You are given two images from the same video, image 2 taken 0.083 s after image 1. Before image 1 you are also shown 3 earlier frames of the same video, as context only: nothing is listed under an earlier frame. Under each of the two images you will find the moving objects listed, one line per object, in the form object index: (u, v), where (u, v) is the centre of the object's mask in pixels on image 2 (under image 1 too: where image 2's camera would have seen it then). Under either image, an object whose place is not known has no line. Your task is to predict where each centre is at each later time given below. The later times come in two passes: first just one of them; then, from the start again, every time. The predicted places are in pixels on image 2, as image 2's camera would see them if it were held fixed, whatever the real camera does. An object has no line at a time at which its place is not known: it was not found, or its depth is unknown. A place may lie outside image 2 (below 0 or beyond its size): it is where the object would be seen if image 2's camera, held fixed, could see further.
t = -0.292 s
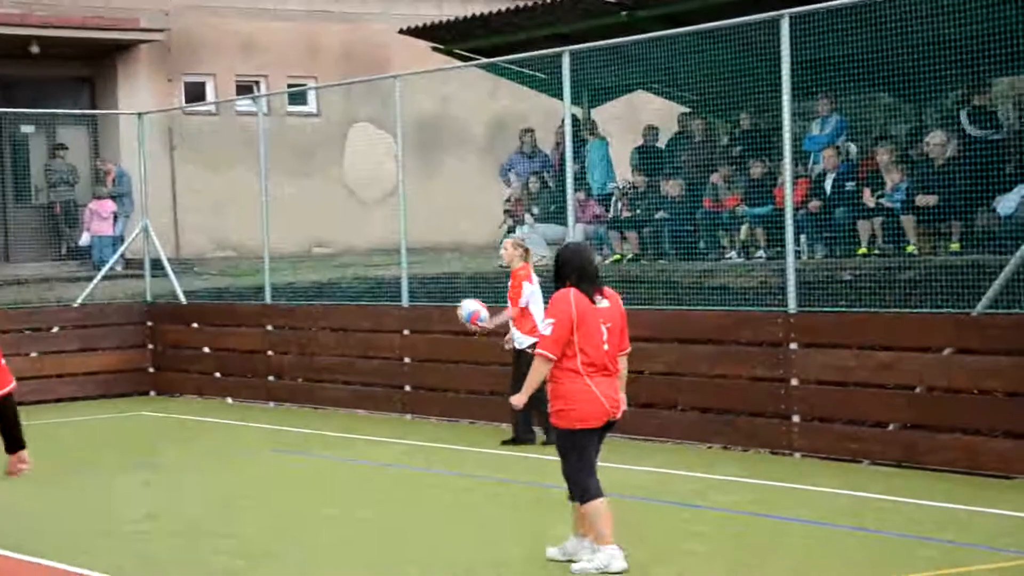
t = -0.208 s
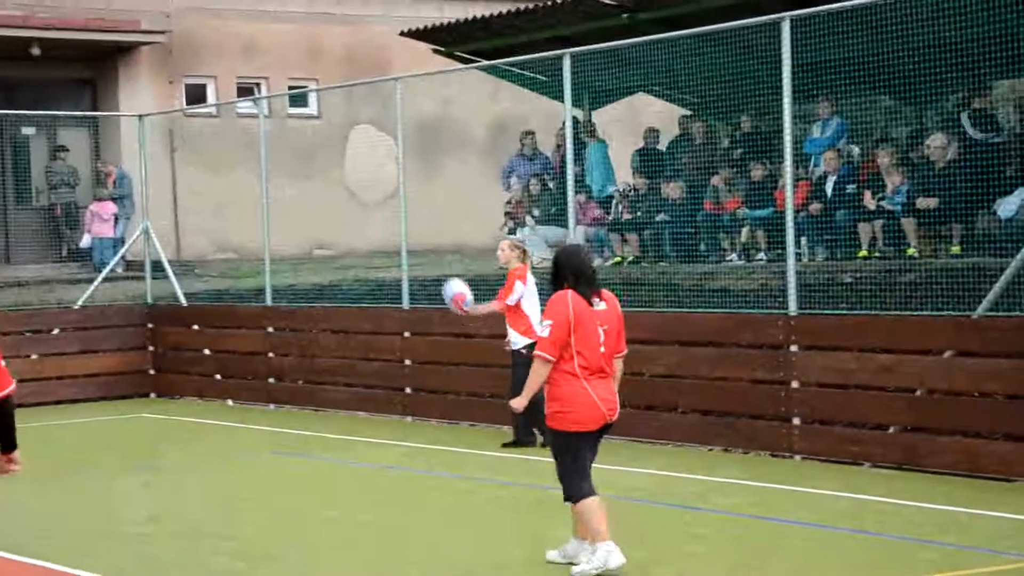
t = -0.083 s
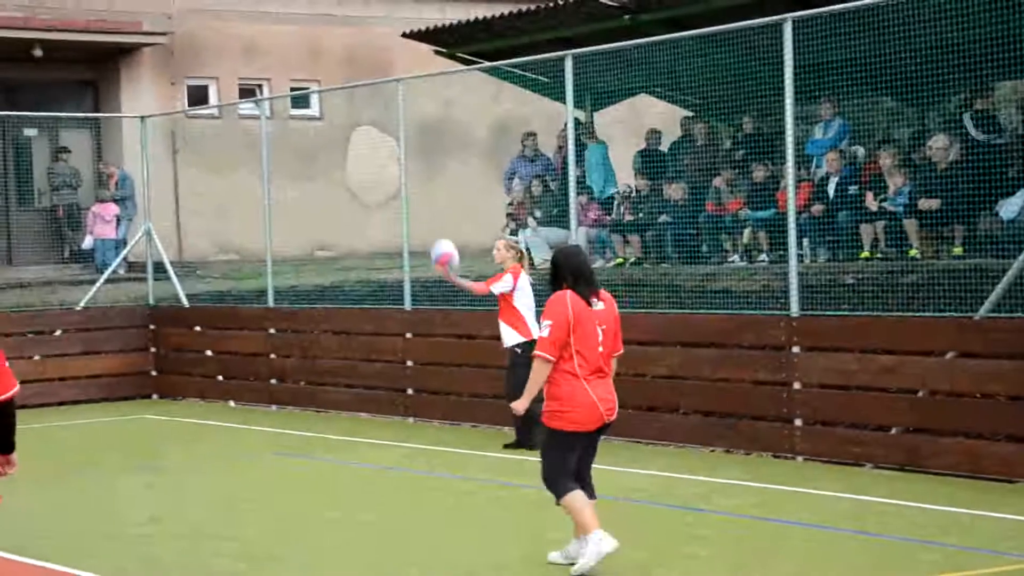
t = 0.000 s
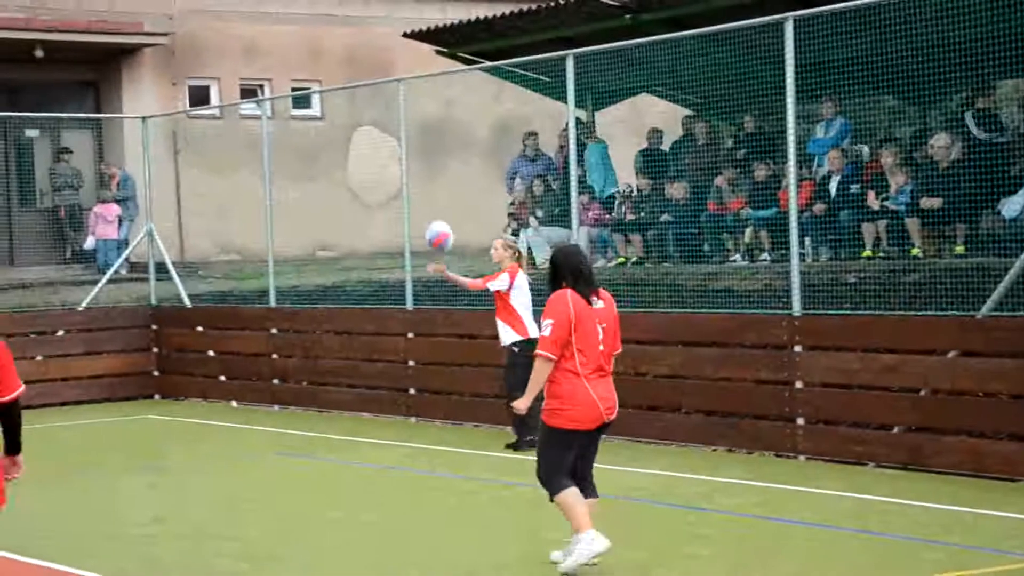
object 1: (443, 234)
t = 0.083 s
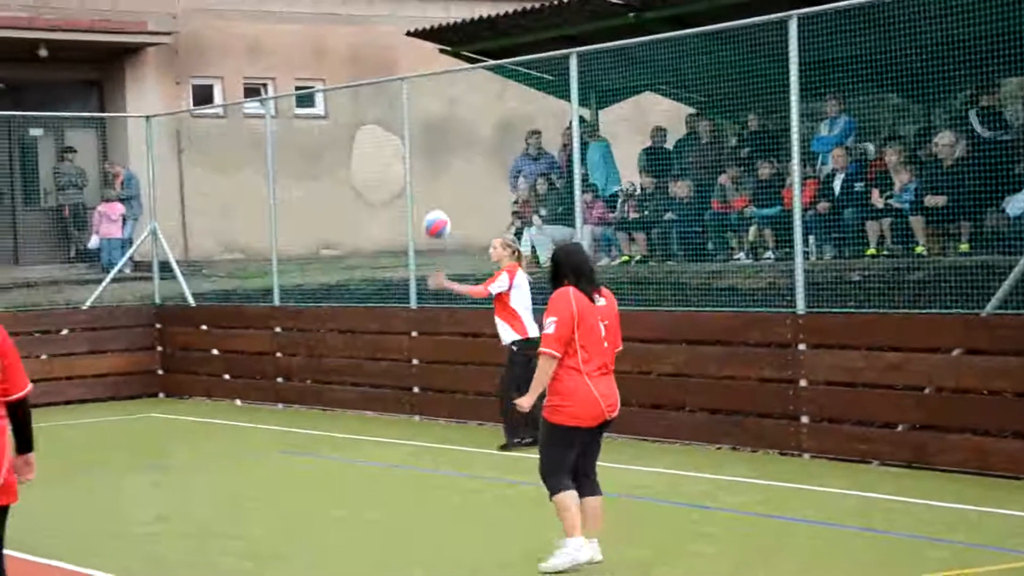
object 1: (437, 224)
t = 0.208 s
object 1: (428, 225)
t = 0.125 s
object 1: (434, 223)
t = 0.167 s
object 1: (431, 223)
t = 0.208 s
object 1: (428, 225)
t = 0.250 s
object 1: (426, 230)
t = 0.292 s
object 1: (423, 236)
